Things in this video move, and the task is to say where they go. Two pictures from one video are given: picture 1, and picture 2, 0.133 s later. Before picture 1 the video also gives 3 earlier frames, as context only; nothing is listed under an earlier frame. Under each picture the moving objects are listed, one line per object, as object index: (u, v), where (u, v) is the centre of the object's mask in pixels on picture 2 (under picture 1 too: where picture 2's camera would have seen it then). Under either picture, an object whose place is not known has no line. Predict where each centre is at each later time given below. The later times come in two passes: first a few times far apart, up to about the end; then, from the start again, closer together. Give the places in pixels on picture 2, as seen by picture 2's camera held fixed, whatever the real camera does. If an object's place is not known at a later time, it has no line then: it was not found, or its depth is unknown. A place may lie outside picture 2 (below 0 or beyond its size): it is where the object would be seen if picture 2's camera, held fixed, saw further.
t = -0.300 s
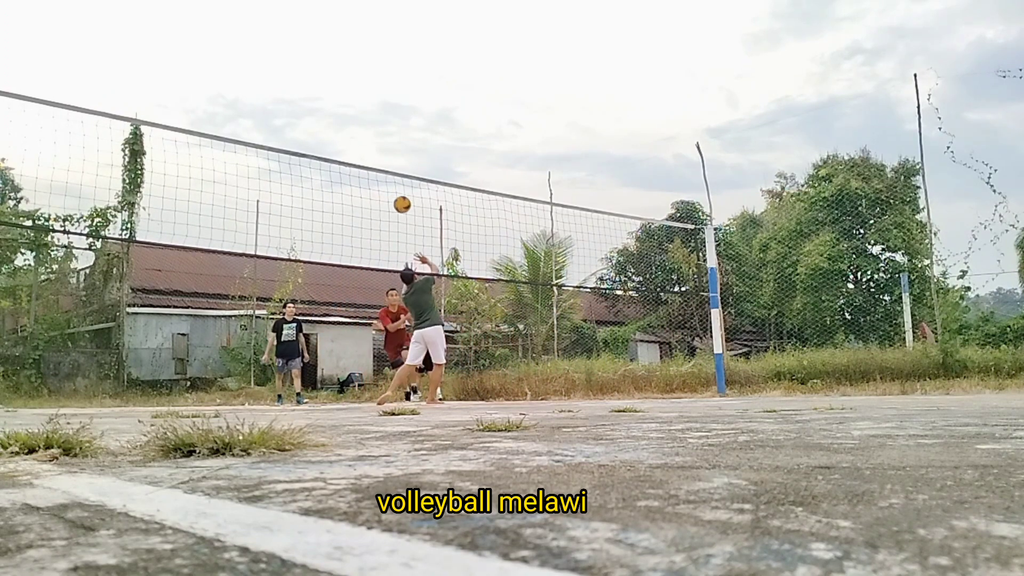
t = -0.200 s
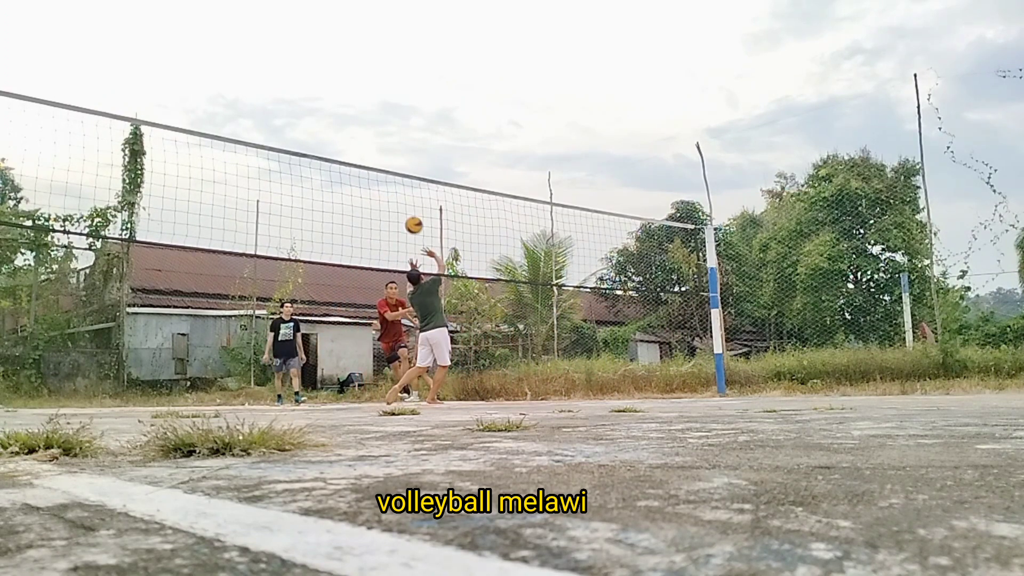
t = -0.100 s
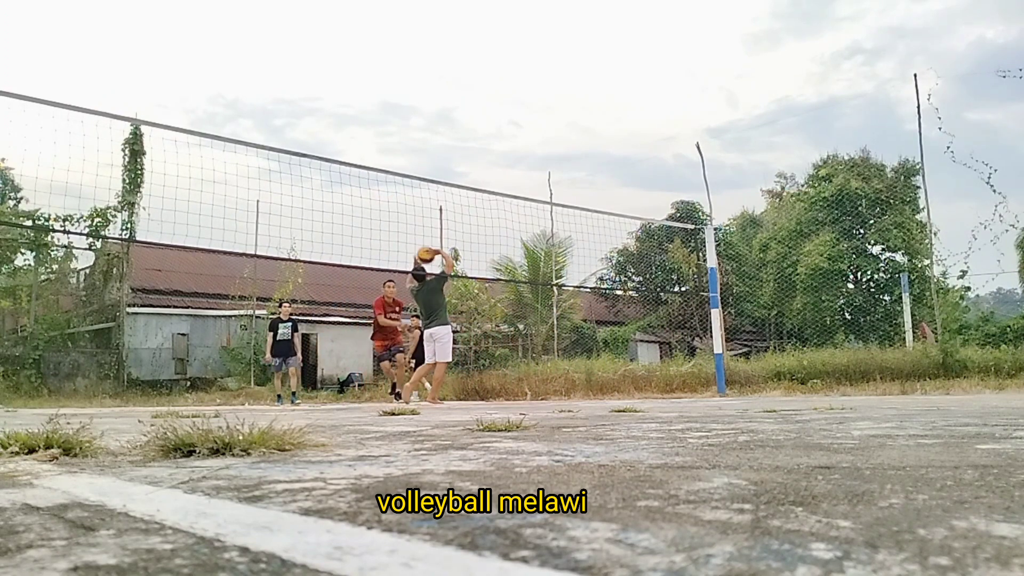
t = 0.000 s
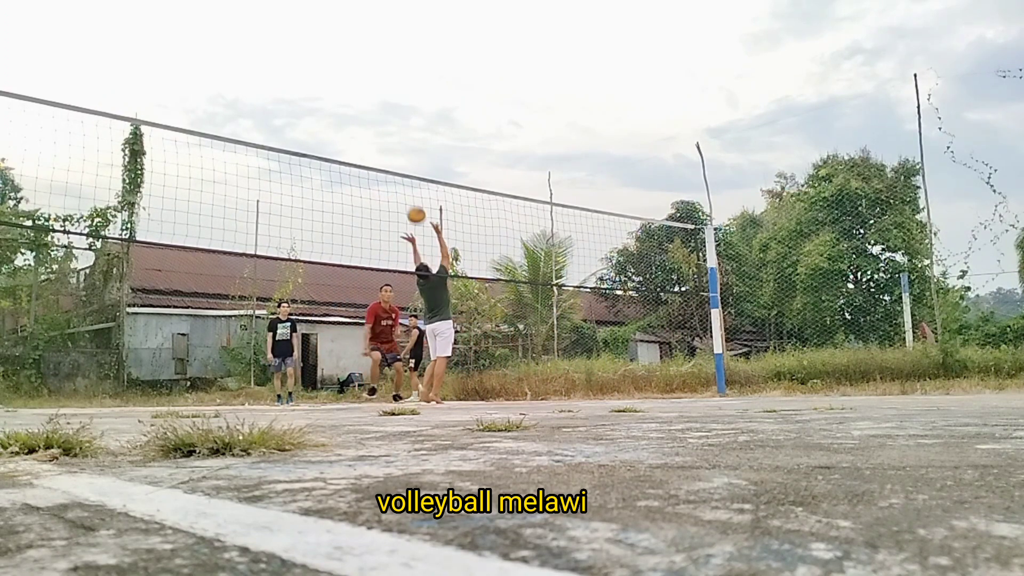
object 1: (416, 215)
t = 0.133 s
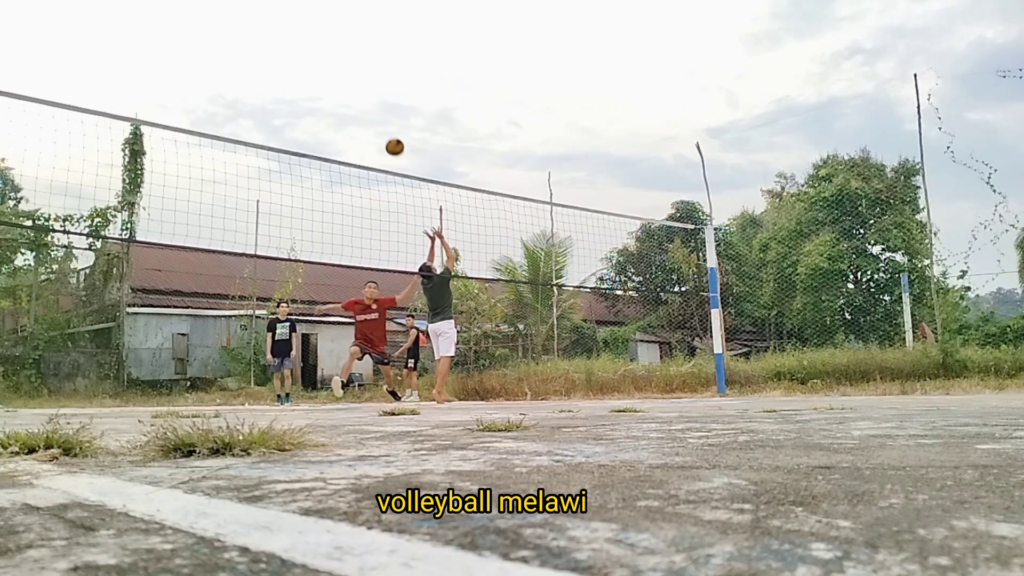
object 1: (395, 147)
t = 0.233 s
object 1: (378, 105)
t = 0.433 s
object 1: (346, 46)
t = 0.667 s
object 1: (306, 18)
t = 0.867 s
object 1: (270, 33)
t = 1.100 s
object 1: (225, 99)
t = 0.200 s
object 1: (384, 118)
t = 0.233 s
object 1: (378, 105)
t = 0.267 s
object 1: (373, 93)
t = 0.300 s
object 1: (368, 82)
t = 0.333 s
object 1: (362, 71)
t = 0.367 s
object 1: (357, 62)
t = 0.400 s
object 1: (351, 53)
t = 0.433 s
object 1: (346, 46)
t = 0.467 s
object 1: (340, 39)
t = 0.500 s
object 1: (335, 33)
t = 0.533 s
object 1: (329, 28)
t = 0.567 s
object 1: (323, 24)
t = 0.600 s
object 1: (318, 21)
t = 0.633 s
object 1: (312, 19)
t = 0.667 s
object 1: (306, 18)
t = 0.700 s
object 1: (300, 18)
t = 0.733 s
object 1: (294, 19)
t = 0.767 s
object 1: (289, 21)
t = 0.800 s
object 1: (282, 24)
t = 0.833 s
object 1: (276, 28)
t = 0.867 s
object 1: (270, 33)
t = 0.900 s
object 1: (264, 39)
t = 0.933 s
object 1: (258, 46)
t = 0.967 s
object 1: (251, 54)
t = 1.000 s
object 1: (245, 63)
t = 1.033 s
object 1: (239, 74)
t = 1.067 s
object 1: (232, 86)
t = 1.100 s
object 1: (225, 99)
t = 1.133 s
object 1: (219, 112)
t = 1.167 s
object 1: (212, 126)
